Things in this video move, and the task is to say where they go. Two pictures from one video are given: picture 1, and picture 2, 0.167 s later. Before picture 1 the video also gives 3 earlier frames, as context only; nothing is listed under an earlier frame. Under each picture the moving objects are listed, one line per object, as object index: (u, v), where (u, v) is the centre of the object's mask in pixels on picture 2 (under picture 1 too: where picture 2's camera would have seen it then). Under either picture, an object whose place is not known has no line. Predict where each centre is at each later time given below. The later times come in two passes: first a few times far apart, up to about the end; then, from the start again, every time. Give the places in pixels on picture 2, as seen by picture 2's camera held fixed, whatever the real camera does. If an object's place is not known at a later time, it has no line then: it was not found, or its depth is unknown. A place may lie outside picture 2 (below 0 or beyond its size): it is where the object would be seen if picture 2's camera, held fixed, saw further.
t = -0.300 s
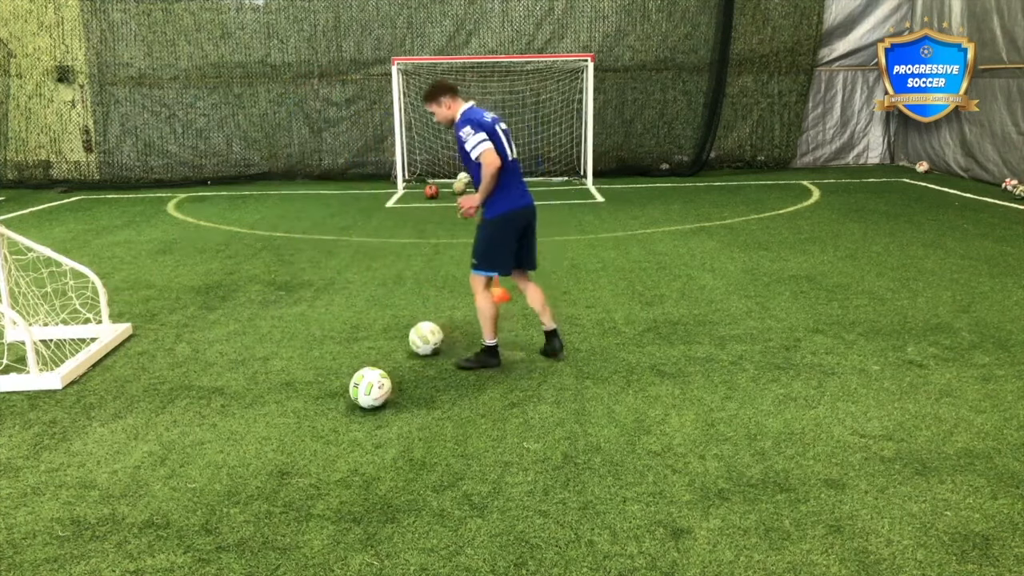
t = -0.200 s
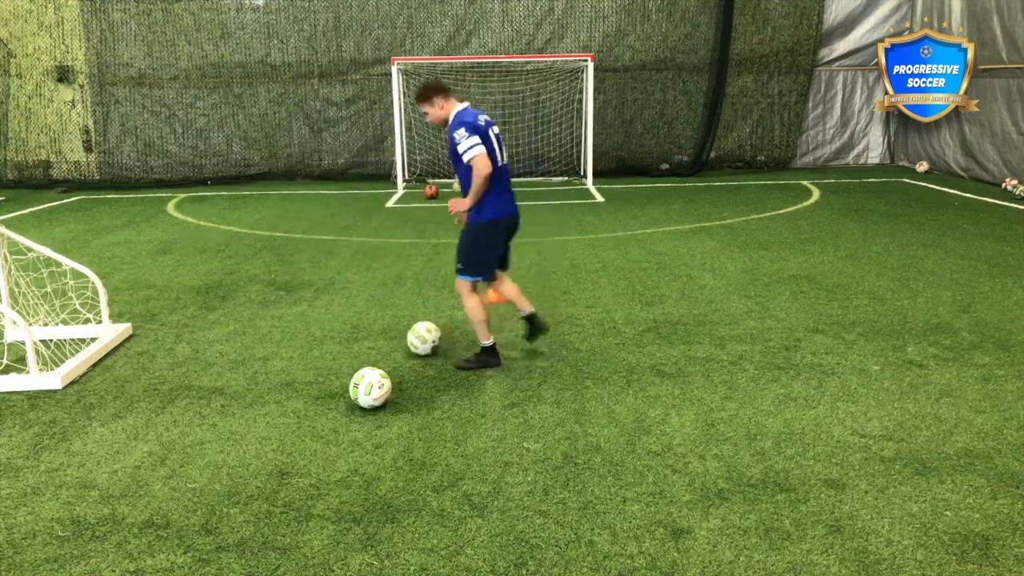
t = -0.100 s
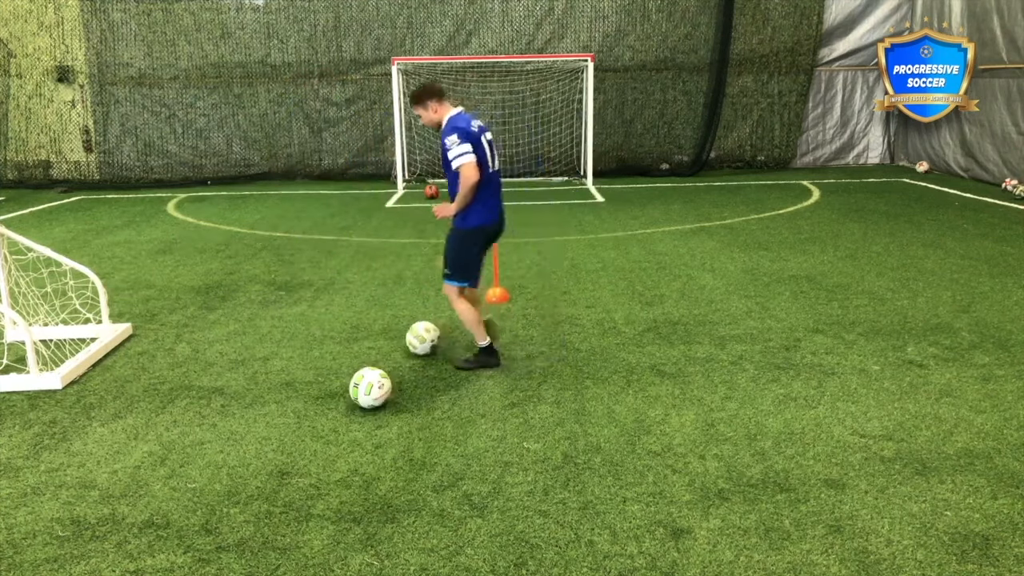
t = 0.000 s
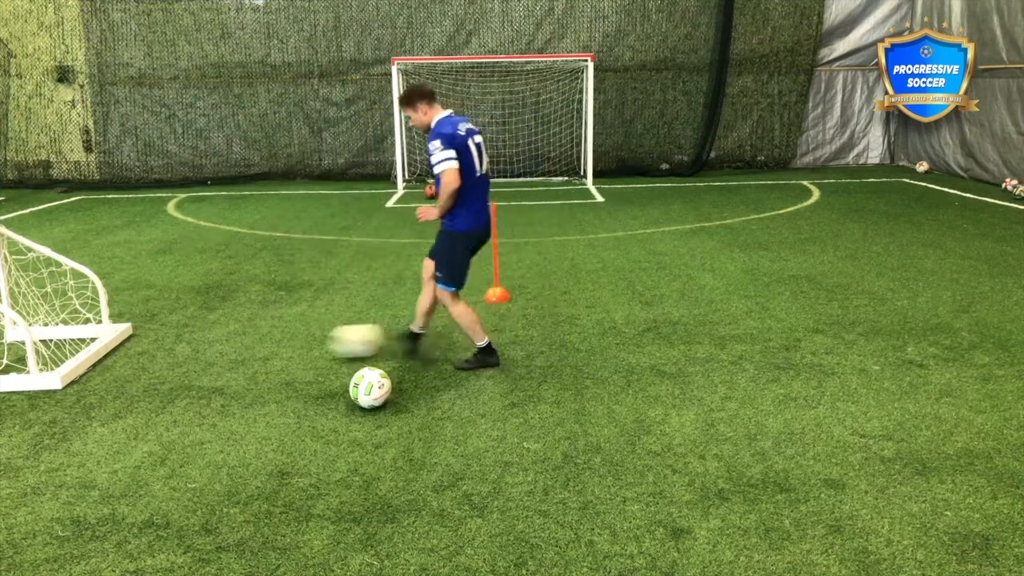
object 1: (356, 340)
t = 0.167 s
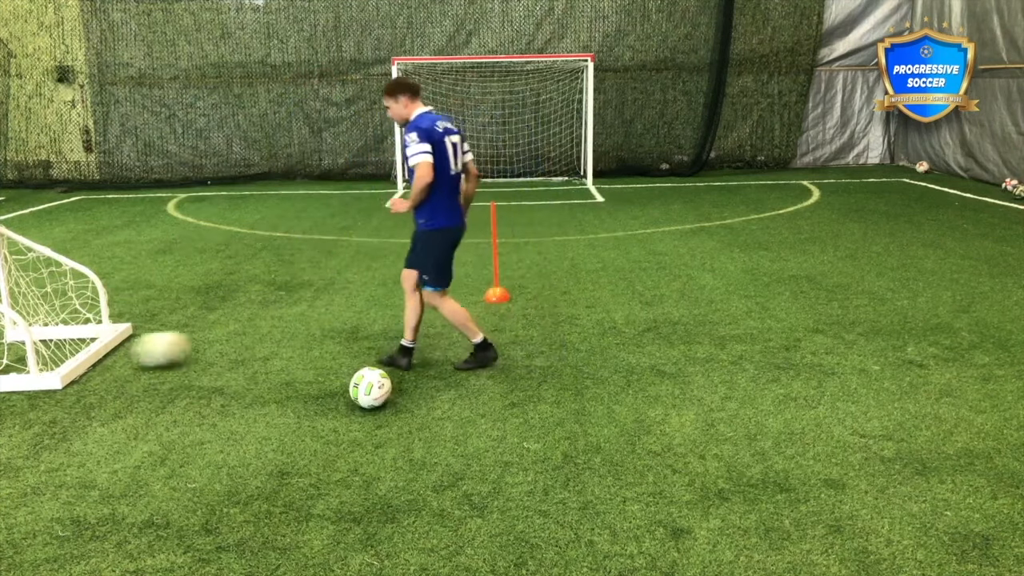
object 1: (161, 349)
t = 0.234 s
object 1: (98, 349)
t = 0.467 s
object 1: (163, 214)
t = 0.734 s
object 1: (248, 166)
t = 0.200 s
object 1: (128, 350)
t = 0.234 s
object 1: (98, 349)
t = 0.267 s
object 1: (108, 321)
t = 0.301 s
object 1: (116, 299)
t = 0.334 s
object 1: (124, 279)
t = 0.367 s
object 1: (133, 260)
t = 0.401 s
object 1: (142, 243)
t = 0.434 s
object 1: (152, 229)
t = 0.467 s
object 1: (163, 214)
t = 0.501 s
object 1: (172, 202)
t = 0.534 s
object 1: (183, 192)
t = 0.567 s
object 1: (193, 182)
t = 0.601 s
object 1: (204, 175)
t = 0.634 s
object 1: (214, 170)
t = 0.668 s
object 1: (226, 167)
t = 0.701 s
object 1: (237, 166)
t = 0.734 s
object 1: (248, 166)
